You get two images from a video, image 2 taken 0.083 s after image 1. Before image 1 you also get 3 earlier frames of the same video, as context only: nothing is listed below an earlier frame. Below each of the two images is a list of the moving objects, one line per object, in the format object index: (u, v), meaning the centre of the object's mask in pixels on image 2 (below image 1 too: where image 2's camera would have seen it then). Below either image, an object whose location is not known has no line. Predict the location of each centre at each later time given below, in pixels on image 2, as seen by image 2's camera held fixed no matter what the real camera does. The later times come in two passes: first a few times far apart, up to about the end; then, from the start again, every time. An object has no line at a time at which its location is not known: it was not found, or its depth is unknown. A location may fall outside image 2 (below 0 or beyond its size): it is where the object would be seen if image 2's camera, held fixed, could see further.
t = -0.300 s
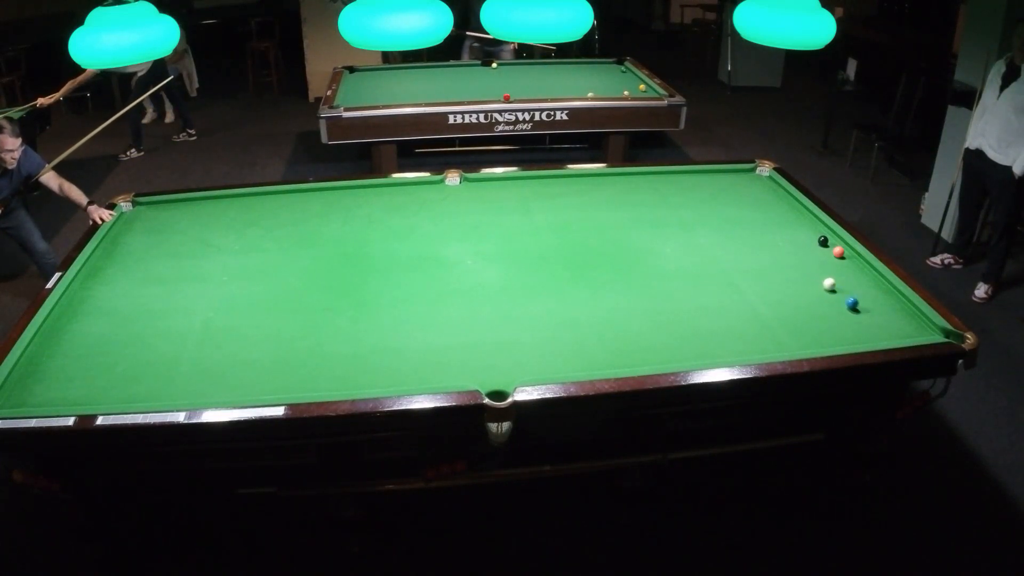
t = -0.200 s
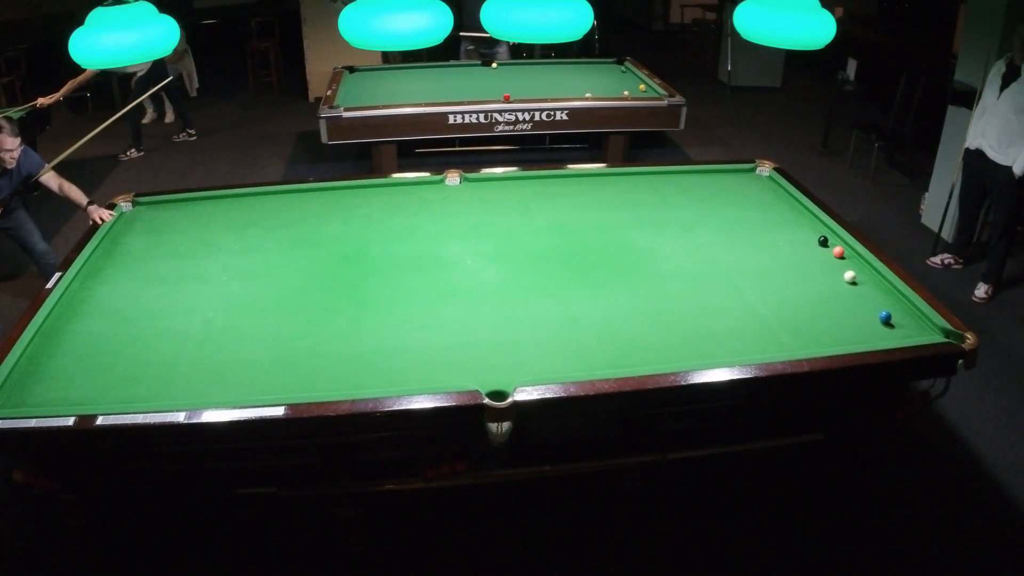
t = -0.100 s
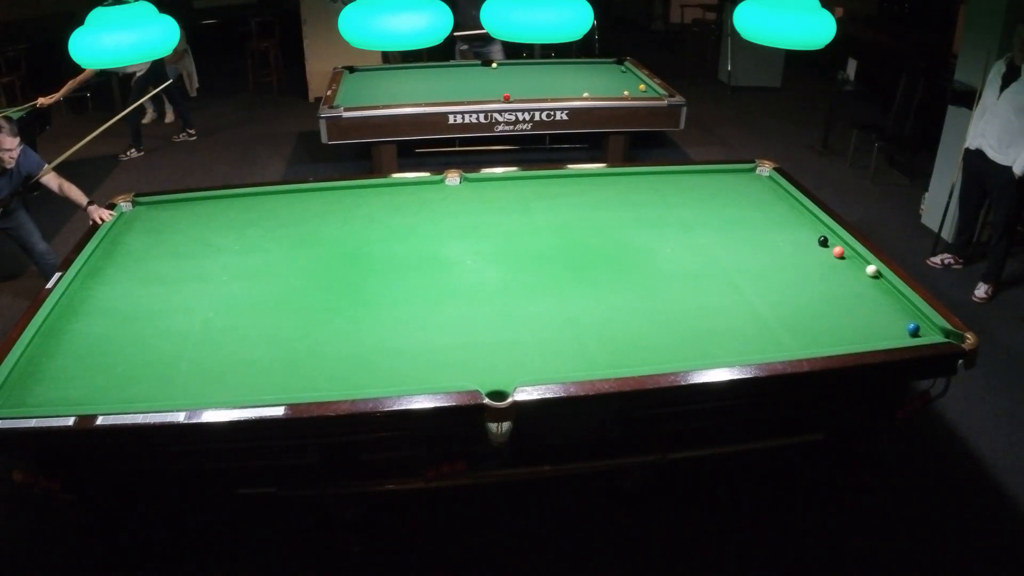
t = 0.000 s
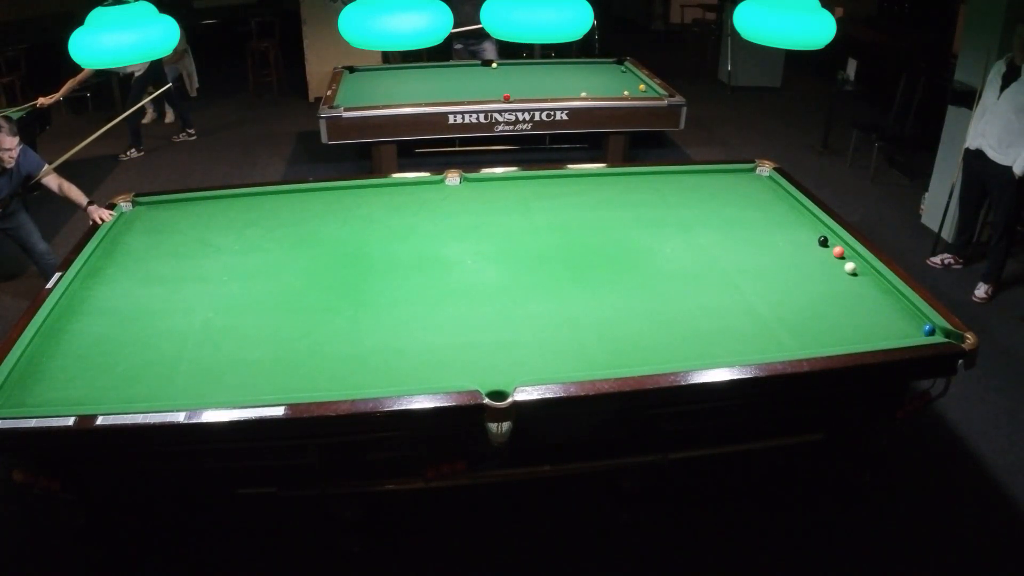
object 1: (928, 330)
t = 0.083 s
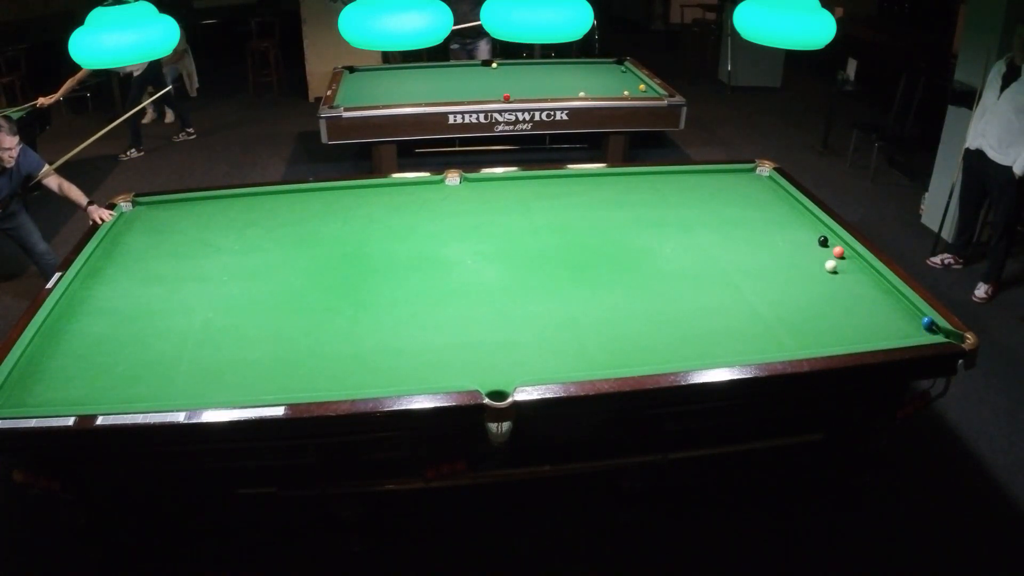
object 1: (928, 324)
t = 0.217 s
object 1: (905, 314)
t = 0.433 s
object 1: (870, 300)
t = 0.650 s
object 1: (838, 287)
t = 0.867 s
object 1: (807, 276)
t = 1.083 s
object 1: (779, 264)
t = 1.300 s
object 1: (752, 254)
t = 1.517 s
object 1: (727, 245)
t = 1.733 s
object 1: (704, 236)
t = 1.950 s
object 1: (682, 228)
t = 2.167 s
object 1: (662, 220)
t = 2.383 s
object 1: (643, 213)
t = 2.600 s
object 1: (626, 207)
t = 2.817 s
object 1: (610, 201)
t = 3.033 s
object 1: (596, 195)
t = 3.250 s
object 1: (583, 191)
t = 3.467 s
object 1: (570, 186)
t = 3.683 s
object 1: (559, 182)
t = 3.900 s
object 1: (549, 178)
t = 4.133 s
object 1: (544, 179)
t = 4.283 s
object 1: (542, 181)
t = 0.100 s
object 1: (925, 322)
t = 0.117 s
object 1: (922, 321)
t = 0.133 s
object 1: (919, 320)
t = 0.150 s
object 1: (916, 318)
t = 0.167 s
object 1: (913, 317)
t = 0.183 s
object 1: (911, 316)
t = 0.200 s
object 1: (908, 315)
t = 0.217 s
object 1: (905, 314)
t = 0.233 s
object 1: (903, 313)
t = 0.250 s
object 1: (900, 312)
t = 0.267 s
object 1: (897, 311)
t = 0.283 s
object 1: (894, 310)
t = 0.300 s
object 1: (892, 309)
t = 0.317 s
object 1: (889, 308)
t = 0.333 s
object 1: (886, 306)
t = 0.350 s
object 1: (884, 305)
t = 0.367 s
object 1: (881, 305)
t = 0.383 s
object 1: (878, 304)
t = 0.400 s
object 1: (876, 302)
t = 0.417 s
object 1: (873, 301)
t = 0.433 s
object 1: (870, 300)
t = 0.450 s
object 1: (868, 299)
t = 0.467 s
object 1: (866, 299)
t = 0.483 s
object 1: (863, 297)
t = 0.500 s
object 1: (861, 297)
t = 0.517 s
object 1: (858, 295)
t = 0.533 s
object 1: (855, 295)
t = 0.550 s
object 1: (853, 293)
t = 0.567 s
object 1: (850, 292)
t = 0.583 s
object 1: (848, 292)
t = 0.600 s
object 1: (845, 290)
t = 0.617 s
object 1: (843, 289)
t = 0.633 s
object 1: (840, 288)
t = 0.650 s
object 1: (838, 287)
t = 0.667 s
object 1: (836, 287)
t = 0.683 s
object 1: (833, 286)
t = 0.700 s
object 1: (831, 285)
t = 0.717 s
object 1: (828, 284)
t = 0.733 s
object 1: (826, 283)
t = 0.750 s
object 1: (824, 282)
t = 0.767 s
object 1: (821, 281)
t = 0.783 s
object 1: (819, 280)
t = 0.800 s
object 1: (817, 279)
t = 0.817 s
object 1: (814, 279)
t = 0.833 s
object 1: (812, 277)
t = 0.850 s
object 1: (809, 276)
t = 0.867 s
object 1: (807, 276)
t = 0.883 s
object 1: (805, 275)
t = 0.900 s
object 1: (803, 274)
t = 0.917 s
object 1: (800, 273)
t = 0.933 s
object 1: (798, 272)
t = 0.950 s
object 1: (796, 271)
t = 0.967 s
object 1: (794, 270)
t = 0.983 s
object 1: (792, 269)
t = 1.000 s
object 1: (789, 269)
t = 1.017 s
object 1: (787, 268)
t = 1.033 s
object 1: (785, 267)
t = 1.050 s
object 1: (783, 266)
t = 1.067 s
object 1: (781, 265)
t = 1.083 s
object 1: (779, 264)
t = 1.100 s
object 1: (777, 264)
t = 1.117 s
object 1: (774, 263)
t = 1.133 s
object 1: (772, 262)
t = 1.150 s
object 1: (770, 261)
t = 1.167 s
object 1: (768, 261)
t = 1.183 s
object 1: (766, 260)
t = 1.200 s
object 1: (764, 259)
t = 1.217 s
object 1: (762, 258)
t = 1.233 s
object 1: (760, 257)
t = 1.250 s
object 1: (758, 256)
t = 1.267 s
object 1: (756, 256)
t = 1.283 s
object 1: (754, 255)
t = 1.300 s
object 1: (752, 254)
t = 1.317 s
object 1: (750, 254)
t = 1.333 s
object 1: (748, 253)
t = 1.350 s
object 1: (746, 252)
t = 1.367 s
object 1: (744, 251)
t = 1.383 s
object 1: (742, 250)
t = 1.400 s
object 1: (740, 250)
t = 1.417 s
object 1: (738, 249)
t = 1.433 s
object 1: (736, 248)
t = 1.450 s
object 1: (734, 247)
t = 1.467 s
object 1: (732, 247)
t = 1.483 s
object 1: (731, 246)
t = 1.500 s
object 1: (729, 245)
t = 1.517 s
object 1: (727, 245)
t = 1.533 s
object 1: (725, 244)
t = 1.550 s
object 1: (723, 243)
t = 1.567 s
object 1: (721, 243)
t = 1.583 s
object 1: (719, 242)
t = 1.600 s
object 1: (718, 241)
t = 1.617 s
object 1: (716, 241)
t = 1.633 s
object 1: (714, 240)
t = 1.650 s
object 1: (712, 239)
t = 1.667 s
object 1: (711, 239)
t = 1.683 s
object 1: (709, 238)
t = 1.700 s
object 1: (707, 237)
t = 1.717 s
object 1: (705, 237)
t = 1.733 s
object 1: (704, 236)
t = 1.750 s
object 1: (702, 235)
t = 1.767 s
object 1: (700, 234)
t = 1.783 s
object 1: (699, 234)
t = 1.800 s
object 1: (697, 233)
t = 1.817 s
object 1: (695, 233)
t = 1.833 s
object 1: (693, 232)
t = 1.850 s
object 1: (692, 231)
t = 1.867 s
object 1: (690, 231)
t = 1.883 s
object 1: (689, 230)
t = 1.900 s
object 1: (687, 229)
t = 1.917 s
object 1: (685, 229)
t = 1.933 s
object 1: (684, 228)
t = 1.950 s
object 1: (682, 228)
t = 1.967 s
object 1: (680, 227)
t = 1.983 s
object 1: (679, 226)
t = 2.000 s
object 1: (677, 226)
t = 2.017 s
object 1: (676, 225)
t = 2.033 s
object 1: (674, 225)
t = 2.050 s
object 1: (673, 224)
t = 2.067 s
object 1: (671, 223)
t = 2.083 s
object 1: (669, 223)
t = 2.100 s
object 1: (668, 222)
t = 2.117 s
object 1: (667, 222)
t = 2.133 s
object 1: (665, 221)
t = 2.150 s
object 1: (663, 221)
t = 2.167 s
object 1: (662, 220)
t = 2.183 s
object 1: (660, 220)
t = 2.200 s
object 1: (659, 219)
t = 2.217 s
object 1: (657, 218)
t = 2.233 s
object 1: (656, 218)
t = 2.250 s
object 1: (655, 217)
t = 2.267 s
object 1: (653, 217)
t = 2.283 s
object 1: (652, 216)
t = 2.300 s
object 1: (650, 215)
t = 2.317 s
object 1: (649, 215)
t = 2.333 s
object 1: (648, 215)
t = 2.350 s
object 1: (646, 214)
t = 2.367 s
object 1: (645, 214)
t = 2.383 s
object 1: (643, 213)
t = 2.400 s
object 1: (642, 212)
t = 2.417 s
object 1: (641, 212)
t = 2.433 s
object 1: (639, 211)
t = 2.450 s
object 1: (638, 211)
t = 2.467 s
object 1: (637, 211)
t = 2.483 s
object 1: (635, 210)
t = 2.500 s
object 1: (634, 210)
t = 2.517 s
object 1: (633, 209)
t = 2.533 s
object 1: (632, 209)
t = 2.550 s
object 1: (630, 208)
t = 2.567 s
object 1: (629, 208)
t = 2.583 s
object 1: (627, 207)
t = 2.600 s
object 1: (626, 207)
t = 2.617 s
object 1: (625, 206)
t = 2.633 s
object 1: (624, 206)
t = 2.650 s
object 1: (622, 205)
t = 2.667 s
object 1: (621, 205)
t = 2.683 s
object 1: (620, 204)
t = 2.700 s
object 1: (619, 204)
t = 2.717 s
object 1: (618, 204)
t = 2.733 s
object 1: (616, 203)
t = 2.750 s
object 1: (615, 203)
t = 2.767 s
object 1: (614, 202)
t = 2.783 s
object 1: (613, 202)
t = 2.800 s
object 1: (612, 201)
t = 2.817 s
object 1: (610, 201)
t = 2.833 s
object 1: (609, 200)
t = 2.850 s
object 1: (608, 200)
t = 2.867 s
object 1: (607, 200)
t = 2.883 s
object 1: (606, 199)
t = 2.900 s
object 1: (605, 199)
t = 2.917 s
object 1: (603, 198)
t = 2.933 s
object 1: (602, 198)
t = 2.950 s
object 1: (601, 197)
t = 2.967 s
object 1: (600, 197)
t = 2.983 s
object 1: (599, 197)
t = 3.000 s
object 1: (598, 196)
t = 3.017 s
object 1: (597, 196)
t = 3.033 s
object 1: (596, 195)
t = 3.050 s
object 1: (595, 195)
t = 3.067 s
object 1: (594, 195)
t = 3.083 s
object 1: (593, 194)
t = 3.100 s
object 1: (592, 194)
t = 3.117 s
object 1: (591, 194)
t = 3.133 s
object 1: (590, 193)
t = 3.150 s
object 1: (589, 193)
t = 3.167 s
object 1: (588, 193)
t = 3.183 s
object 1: (586, 192)
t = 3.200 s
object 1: (585, 192)
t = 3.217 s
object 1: (584, 191)
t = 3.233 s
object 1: (583, 191)
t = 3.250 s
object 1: (583, 191)
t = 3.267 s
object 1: (582, 190)
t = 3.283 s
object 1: (581, 190)
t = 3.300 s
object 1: (580, 190)
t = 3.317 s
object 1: (579, 189)
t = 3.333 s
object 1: (578, 189)
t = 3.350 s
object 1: (577, 189)
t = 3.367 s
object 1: (576, 188)
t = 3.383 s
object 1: (575, 188)
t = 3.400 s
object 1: (574, 187)
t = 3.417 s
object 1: (573, 187)
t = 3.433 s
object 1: (572, 187)
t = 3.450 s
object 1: (571, 187)
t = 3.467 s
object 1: (570, 186)
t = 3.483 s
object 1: (569, 186)
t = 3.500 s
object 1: (569, 186)
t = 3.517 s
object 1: (568, 185)
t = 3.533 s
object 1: (567, 185)
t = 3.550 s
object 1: (566, 185)
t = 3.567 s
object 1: (565, 184)
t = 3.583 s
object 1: (564, 184)
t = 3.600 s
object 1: (564, 184)
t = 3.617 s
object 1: (563, 184)
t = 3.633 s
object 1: (562, 183)
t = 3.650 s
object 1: (561, 183)
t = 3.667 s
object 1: (560, 182)
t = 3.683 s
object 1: (559, 182)
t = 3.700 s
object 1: (558, 182)
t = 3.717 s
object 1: (558, 181)
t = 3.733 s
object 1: (557, 181)
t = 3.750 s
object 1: (556, 181)
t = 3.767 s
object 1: (555, 181)
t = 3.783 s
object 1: (555, 180)
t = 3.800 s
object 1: (554, 180)
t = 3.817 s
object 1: (553, 180)
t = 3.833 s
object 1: (552, 180)
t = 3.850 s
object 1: (552, 179)
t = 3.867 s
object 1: (551, 179)
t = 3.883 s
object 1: (550, 179)
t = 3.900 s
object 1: (549, 178)
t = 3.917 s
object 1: (549, 178)
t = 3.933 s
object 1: (548, 178)
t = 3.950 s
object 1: (547, 178)
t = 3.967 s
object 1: (547, 178)
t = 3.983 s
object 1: (546, 178)
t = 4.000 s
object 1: (546, 178)
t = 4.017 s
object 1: (546, 178)
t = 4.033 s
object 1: (545, 178)
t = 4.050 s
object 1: (545, 178)
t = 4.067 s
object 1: (545, 179)
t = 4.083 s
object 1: (545, 179)
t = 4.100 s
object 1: (545, 179)
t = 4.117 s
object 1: (544, 179)
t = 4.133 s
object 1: (544, 179)
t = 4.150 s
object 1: (544, 179)
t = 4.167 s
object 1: (543, 180)
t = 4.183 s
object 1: (543, 180)
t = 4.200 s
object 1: (543, 180)
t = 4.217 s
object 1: (543, 180)
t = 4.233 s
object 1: (542, 181)
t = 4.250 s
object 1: (542, 181)
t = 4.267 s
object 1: (542, 181)
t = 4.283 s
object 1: (542, 181)
